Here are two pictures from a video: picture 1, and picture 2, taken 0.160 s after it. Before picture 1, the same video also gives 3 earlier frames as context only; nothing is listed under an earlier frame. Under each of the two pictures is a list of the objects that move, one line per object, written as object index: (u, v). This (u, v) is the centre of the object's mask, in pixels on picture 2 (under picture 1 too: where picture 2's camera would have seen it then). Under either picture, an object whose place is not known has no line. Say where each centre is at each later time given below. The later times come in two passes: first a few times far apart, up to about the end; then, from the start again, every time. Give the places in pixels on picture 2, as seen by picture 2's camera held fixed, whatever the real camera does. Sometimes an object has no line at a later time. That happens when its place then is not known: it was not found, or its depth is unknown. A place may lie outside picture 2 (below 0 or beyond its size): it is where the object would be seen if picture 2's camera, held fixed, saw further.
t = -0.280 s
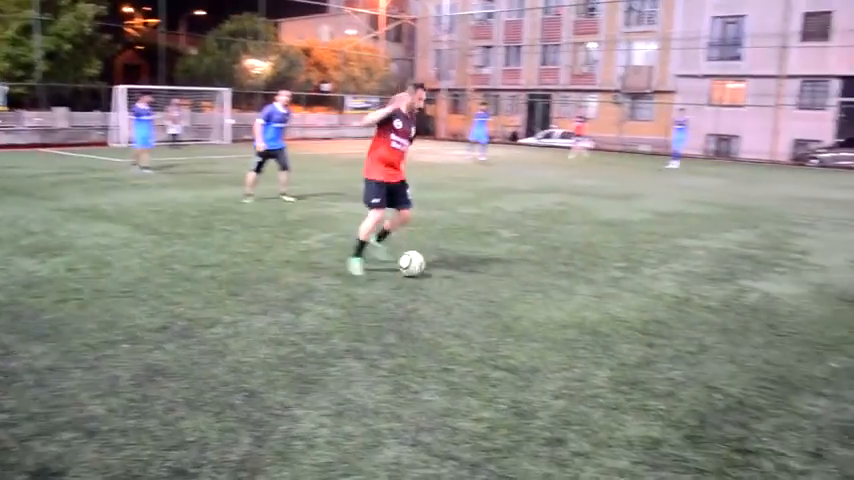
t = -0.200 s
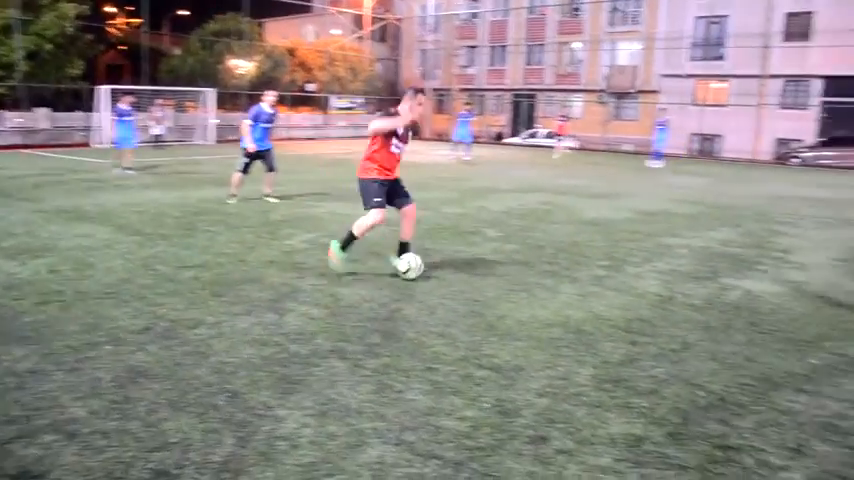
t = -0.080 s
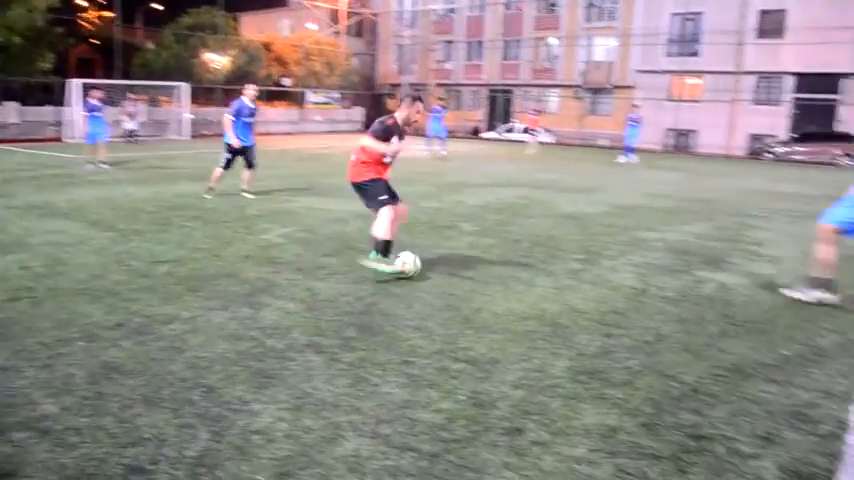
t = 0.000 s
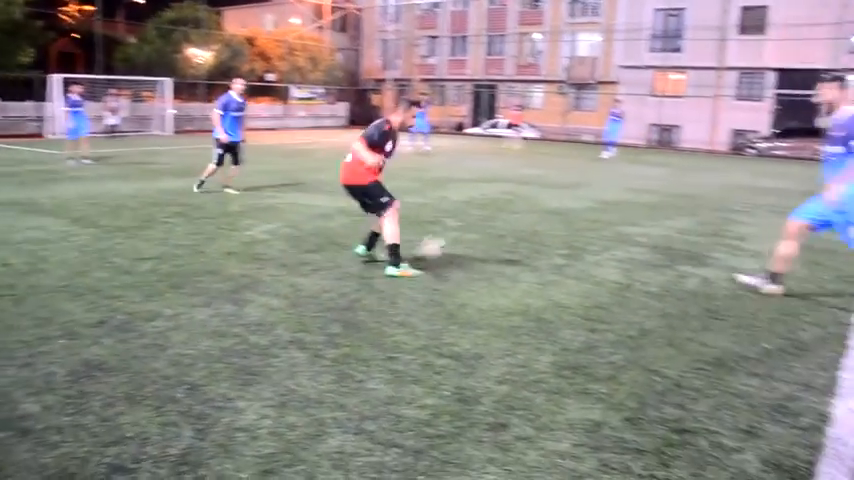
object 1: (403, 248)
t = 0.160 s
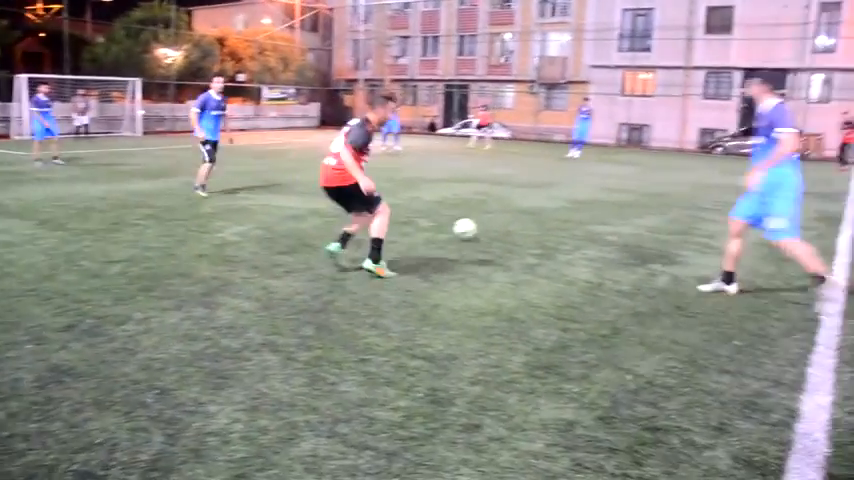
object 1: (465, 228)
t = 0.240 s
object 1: (487, 223)
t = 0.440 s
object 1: (529, 209)
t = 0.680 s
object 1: (563, 201)
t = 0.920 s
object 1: (588, 196)
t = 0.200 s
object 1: (476, 225)
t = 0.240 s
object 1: (487, 223)
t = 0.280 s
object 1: (497, 220)
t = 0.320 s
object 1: (506, 217)
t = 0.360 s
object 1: (515, 215)
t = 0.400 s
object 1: (522, 212)
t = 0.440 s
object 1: (529, 209)
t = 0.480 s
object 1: (535, 209)
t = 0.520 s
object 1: (542, 208)
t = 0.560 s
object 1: (547, 204)
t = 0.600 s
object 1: (552, 201)
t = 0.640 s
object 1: (558, 200)
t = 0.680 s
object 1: (563, 201)
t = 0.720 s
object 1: (567, 202)
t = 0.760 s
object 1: (572, 200)
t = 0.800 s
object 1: (576, 197)
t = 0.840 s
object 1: (581, 196)
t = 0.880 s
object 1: (585, 196)
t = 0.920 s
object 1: (588, 196)
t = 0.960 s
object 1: (592, 194)
